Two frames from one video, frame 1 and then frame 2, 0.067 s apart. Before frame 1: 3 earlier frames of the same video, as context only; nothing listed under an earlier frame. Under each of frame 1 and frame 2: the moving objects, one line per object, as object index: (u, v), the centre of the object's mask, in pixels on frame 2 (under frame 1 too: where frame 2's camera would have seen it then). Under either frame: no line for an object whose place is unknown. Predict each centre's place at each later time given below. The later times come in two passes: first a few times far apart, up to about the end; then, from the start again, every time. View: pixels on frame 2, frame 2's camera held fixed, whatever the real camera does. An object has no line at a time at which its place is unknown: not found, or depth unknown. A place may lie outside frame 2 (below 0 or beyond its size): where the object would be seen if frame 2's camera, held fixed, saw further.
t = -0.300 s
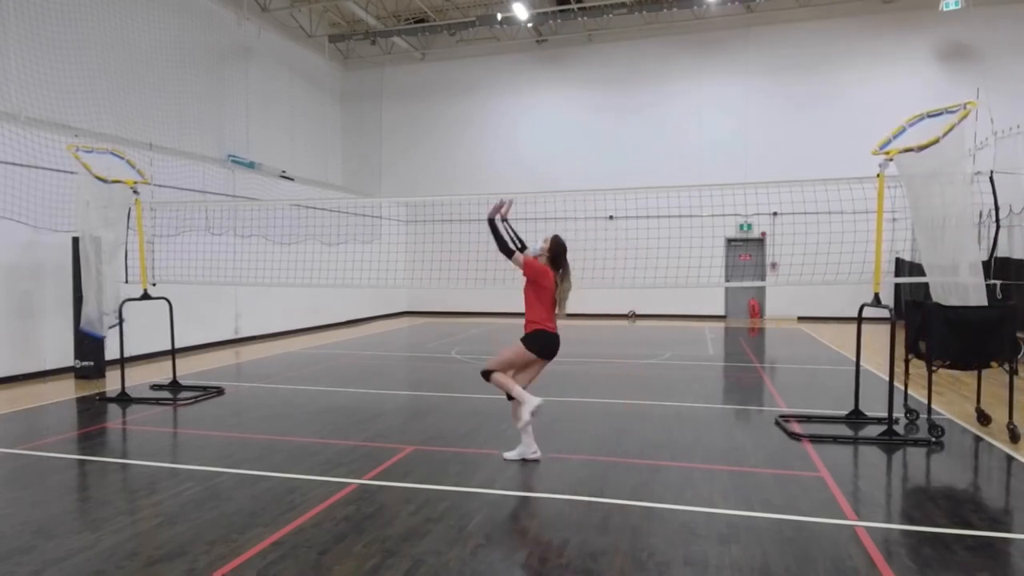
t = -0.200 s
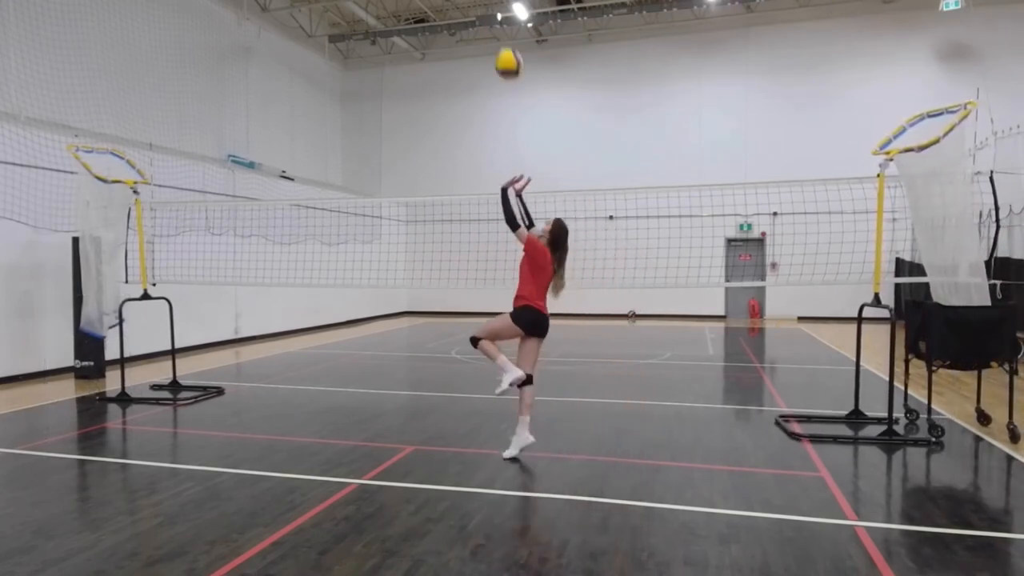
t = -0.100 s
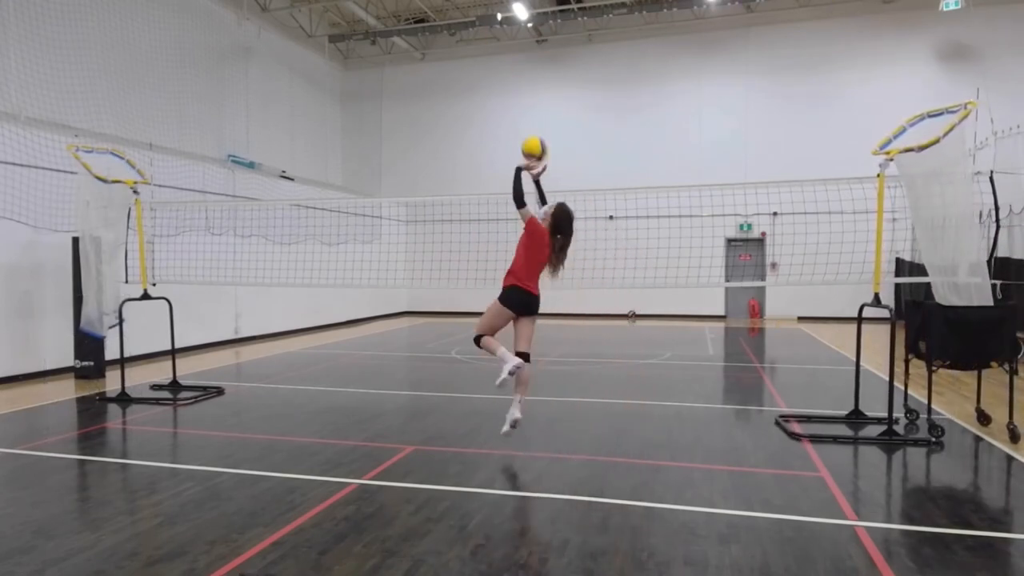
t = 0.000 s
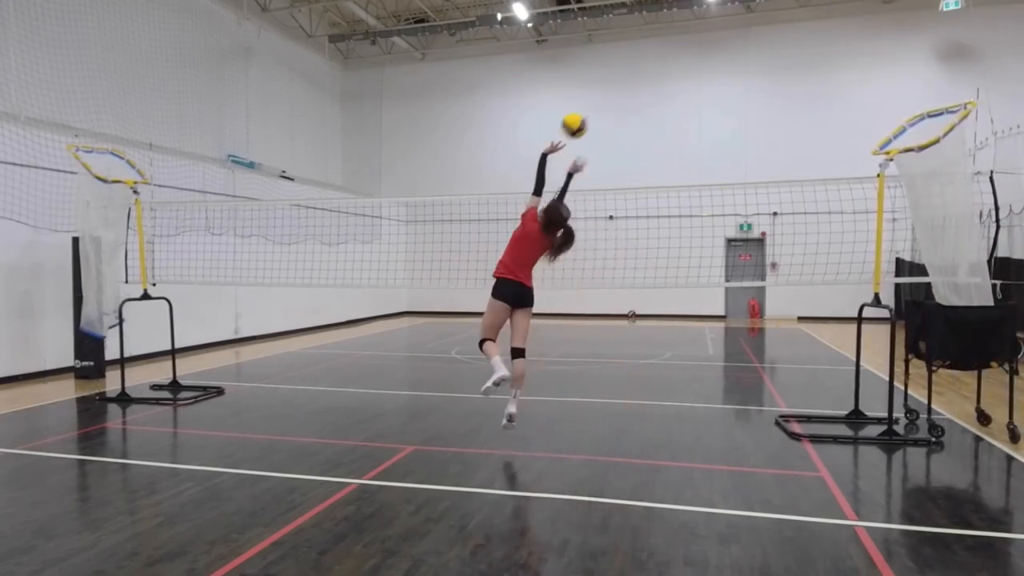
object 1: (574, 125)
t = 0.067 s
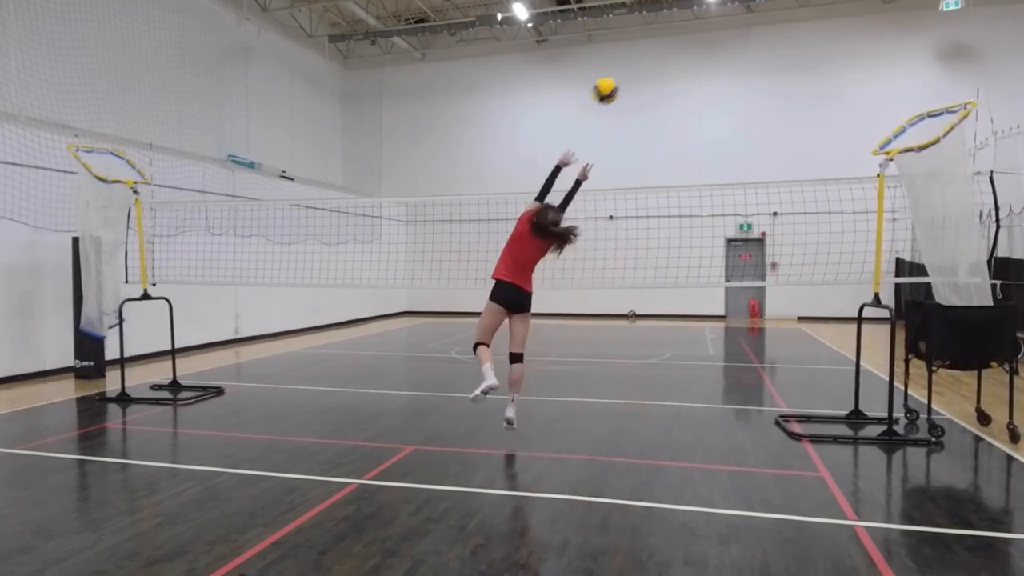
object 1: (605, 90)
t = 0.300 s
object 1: (710, 16)
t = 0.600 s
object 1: (831, 24)
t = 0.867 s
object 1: (927, 116)
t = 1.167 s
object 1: (975, 276)
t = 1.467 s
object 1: (934, 247)
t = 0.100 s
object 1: (621, 75)
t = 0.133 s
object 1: (637, 62)
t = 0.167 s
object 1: (651, 49)
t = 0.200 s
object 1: (666, 39)
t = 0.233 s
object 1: (681, 30)
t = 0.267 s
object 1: (695, 22)
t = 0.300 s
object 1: (710, 16)
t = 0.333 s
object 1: (725, 12)
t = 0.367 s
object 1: (738, 10)
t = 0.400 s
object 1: (752, 9)
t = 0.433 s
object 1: (765, 9)
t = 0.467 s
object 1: (778, 9)
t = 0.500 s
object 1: (792, 10)
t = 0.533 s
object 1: (806, 13)
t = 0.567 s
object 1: (818, 17)
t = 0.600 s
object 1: (831, 24)
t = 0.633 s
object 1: (844, 31)
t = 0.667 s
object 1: (856, 40)
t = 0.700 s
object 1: (870, 50)
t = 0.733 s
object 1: (881, 61)
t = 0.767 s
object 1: (893, 73)
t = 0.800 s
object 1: (905, 86)
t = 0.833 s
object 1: (916, 101)
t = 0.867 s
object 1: (927, 116)
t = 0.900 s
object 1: (935, 131)
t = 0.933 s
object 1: (948, 151)
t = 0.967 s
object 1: (952, 169)
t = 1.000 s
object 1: (959, 185)
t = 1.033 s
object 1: (962, 199)
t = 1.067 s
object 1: (965, 216)
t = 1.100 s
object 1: (970, 236)
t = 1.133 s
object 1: (971, 258)
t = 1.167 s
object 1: (975, 276)
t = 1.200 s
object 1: (977, 283)
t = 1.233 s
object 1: (971, 279)
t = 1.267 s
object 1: (965, 273)
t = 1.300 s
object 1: (960, 266)
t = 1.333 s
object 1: (954, 257)
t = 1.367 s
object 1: (949, 254)
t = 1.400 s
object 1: (945, 253)
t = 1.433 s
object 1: (939, 249)
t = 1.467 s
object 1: (934, 247)
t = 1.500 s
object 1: (931, 246)
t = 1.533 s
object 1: (927, 245)
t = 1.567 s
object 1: (926, 246)
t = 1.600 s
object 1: (925, 247)
